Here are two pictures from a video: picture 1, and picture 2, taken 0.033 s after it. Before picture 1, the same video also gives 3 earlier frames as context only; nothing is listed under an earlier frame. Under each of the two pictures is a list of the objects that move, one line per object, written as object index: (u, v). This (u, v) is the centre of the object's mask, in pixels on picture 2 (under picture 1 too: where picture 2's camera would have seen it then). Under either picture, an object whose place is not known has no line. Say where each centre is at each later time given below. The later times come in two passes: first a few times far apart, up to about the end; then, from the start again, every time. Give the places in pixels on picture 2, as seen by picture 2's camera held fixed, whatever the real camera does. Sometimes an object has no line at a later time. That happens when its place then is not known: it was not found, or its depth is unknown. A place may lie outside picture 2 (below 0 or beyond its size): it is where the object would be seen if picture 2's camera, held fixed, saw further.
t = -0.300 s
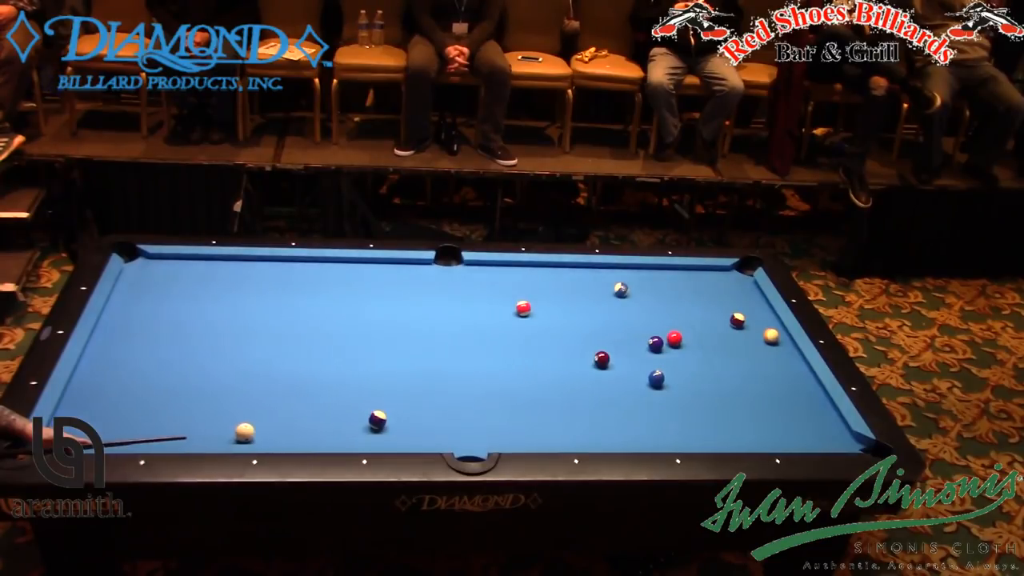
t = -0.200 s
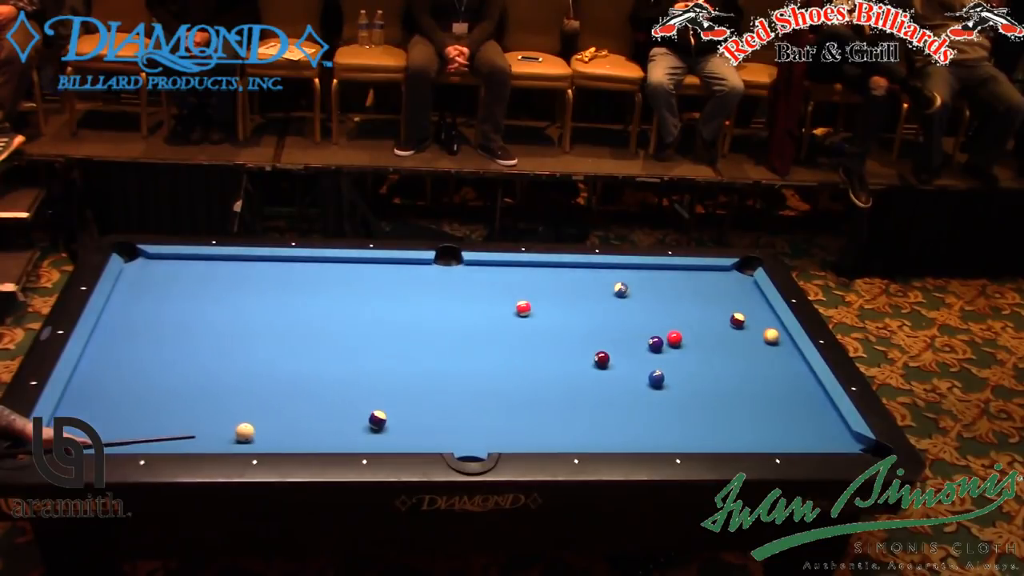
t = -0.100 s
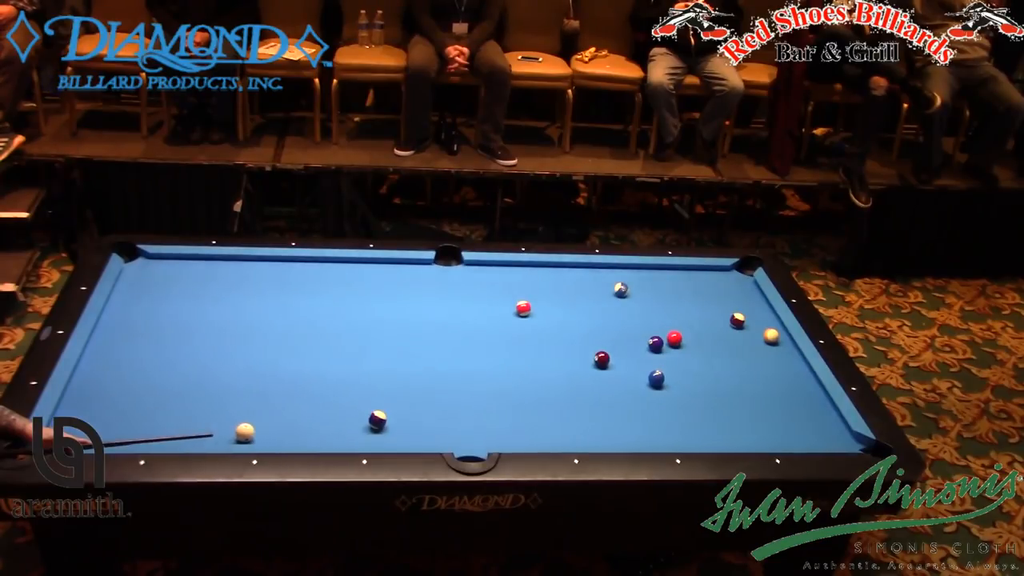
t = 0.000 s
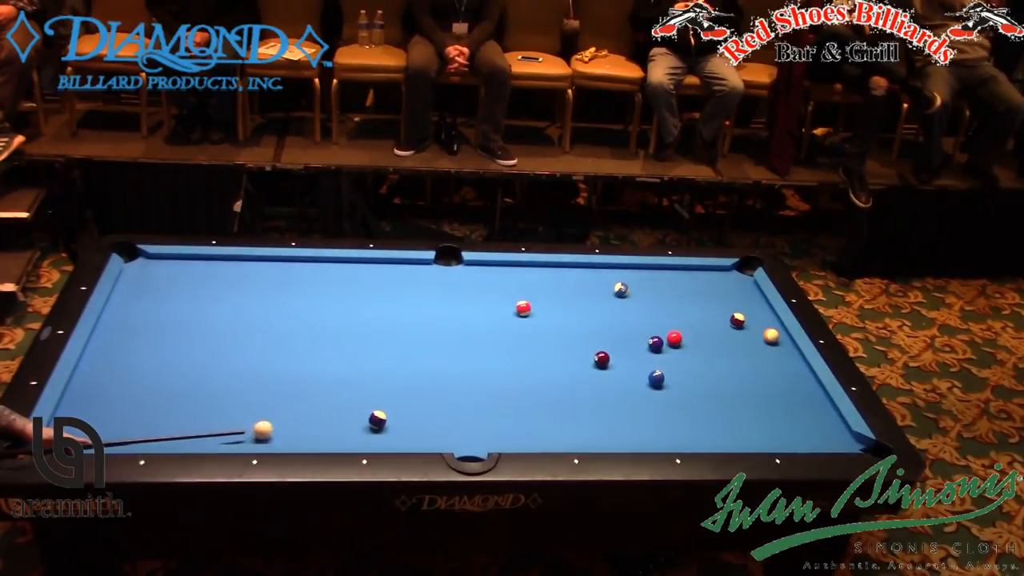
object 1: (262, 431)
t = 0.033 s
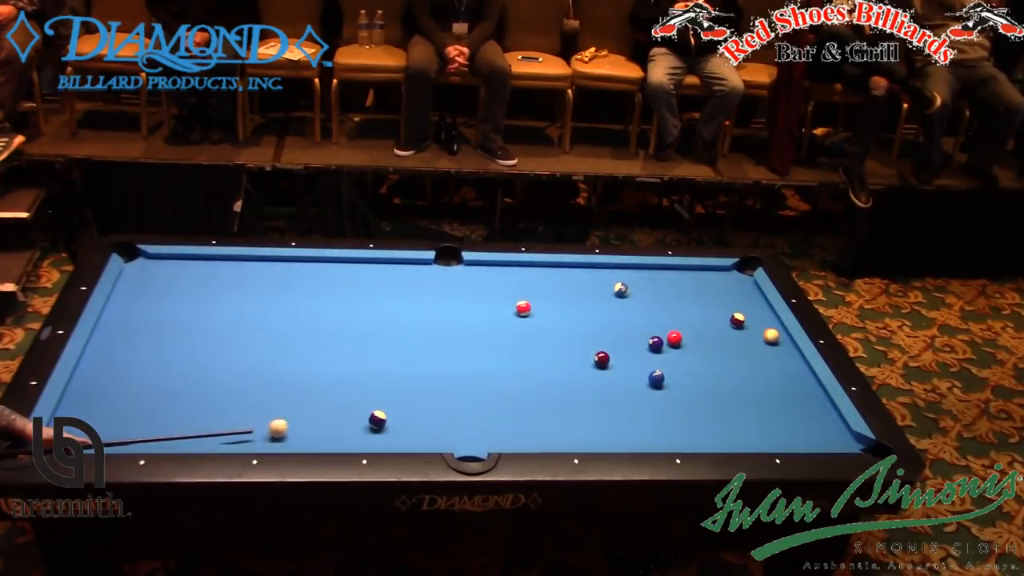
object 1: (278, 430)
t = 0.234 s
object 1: (355, 420)
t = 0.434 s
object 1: (371, 409)
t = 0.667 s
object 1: (391, 398)
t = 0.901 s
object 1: (410, 388)
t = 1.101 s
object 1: (424, 379)
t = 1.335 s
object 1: (439, 370)
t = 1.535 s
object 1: (451, 363)
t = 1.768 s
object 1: (464, 356)
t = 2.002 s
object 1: (476, 348)
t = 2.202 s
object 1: (485, 343)
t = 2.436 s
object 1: (495, 337)
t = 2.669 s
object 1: (503, 331)
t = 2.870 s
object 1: (510, 326)
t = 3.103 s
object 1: (517, 322)
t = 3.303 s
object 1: (522, 318)
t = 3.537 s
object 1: (529, 316)
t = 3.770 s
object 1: (534, 315)
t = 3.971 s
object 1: (538, 315)
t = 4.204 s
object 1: (541, 314)
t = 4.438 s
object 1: (543, 314)
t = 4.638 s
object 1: (544, 314)
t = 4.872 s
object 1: (544, 313)
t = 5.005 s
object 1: (544, 313)
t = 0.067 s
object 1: (293, 428)
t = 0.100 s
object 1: (306, 426)
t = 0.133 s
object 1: (319, 424)
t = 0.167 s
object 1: (332, 423)
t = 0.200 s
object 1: (343, 421)
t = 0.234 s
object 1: (355, 420)
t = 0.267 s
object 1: (359, 418)
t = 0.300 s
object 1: (361, 416)
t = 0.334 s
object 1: (363, 415)
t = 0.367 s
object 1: (365, 413)
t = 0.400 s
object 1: (368, 411)
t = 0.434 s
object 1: (371, 409)
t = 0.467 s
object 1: (374, 408)
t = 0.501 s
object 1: (378, 406)
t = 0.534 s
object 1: (380, 405)
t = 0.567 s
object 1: (383, 403)
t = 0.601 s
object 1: (386, 401)
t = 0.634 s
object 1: (389, 400)
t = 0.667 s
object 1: (391, 398)
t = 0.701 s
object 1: (394, 396)
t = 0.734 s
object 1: (397, 395)
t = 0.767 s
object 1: (400, 393)
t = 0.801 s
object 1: (402, 392)
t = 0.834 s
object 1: (405, 390)
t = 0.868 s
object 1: (407, 389)
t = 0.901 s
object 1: (410, 388)
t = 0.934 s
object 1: (412, 386)
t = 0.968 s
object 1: (415, 385)
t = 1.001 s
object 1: (417, 383)
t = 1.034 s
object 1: (419, 382)
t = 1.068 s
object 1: (422, 381)
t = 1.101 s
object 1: (424, 379)
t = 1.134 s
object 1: (426, 378)
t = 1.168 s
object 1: (428, 377)
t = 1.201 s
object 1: (431, 375)
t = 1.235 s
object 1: (433, 374)
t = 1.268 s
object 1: (435, 373)
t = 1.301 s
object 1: (437, 372)
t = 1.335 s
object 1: (439, 370)
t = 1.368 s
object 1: (441, 369)
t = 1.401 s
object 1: (444, 368)
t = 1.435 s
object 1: (446, 367)
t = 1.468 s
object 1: (448, 366)
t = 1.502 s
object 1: (449, 364)
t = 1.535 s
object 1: (451, 363)
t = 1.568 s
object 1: (454, 362)
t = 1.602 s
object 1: (455, 361)
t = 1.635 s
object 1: (457, 360)
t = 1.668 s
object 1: (459, 359)
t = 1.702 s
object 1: (461, 357)
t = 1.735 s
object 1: (462, 356)
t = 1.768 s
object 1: (464, 356)
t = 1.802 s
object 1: (466, 354)
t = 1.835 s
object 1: (468, 353)
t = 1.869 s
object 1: (469, 352)
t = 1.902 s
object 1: (471, 351)
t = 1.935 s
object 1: (473, 350)
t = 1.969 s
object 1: (475, 349)
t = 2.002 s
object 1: (476, 348)
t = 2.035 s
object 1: (478, 347)
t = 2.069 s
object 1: (479, 346)
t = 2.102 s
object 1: (481, 345)
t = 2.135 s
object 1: (482, 345)
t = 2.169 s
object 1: (483, 344)
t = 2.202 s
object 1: (485, 343)
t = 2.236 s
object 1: (486, 342)
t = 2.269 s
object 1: (488, 341)
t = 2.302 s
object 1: (489, 340)
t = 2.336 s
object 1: (491, 339)
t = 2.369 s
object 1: (492, 338)
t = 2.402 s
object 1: (493, 337)
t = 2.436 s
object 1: (495, 337)
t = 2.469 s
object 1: (496, 336)
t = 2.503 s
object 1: (497, 335)
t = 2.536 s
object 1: (499, 334)
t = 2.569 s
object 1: (500, 333)
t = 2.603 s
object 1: (501, 332)
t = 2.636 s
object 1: (502, 332)
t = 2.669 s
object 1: (503, 331)
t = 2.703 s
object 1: (504, 330)
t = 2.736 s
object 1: (505, 329)
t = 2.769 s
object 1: (507, 329)
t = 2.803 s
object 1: (508, 328)
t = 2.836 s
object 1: (509, 327)
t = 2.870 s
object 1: (510, 326)
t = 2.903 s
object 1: (511, 326)
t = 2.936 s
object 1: (512, 325)
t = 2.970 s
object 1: (513, 324)
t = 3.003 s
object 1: (514, 324)
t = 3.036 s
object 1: (515, 323)
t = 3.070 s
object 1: (516, 322)
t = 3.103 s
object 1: (517, 322)
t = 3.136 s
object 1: (518, 321)
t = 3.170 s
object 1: (519, 321)
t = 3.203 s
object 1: (520, 320)
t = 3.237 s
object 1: (520, 320)
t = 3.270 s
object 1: (521, 319)
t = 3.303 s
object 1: (522, 318)
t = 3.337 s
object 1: (523, 318)
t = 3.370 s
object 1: (524, 317)
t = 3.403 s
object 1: (525, 316)
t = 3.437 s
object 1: (526, 316)
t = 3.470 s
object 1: (527, 316)
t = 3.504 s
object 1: (528, 316)
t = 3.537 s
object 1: (529, 316)
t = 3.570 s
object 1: (529, 315)
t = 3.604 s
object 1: (530, 315)
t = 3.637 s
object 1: (531, 315)
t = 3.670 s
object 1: (532, 315)
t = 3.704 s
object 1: (532, 315)
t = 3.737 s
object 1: (533, 315)
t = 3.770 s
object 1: (534, 315)
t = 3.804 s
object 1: (534, 315)
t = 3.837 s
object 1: (535, 315)
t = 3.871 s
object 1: (536, 315)
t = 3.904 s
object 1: (536, 315)
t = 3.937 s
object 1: (537, 314)
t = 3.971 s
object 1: (538, 315)
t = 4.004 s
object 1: (538, 314)
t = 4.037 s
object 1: (539, 314)
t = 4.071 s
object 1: (539, 314)
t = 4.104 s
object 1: (540, 314)
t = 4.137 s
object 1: (540, 314)
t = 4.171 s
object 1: (541, 314)
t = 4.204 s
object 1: (541, 314)
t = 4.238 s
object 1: (541, 314)
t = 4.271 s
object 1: (542, 314)
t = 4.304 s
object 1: (542, 314)
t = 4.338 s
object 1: (542, 314)
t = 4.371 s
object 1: (543, 314)
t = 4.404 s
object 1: (543, 314)
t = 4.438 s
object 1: (543, 314)
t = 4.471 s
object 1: (544, 314)
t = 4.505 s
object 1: (544, 314)
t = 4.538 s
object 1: (544, 314)
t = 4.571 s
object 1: (544, 313)
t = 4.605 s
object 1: (544, 314)
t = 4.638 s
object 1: (544, 314)
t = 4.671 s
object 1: (544, 314)
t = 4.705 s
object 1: (544, 313)
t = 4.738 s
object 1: (544, 313)
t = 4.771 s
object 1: (544, 313)
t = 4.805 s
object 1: (544, 313)
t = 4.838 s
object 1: (544, 313)
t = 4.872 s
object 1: (544, 313)
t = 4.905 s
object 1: (544, 313)
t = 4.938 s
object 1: (544, 313)
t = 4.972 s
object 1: (544, 313)
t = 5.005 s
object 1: (544, 313)
